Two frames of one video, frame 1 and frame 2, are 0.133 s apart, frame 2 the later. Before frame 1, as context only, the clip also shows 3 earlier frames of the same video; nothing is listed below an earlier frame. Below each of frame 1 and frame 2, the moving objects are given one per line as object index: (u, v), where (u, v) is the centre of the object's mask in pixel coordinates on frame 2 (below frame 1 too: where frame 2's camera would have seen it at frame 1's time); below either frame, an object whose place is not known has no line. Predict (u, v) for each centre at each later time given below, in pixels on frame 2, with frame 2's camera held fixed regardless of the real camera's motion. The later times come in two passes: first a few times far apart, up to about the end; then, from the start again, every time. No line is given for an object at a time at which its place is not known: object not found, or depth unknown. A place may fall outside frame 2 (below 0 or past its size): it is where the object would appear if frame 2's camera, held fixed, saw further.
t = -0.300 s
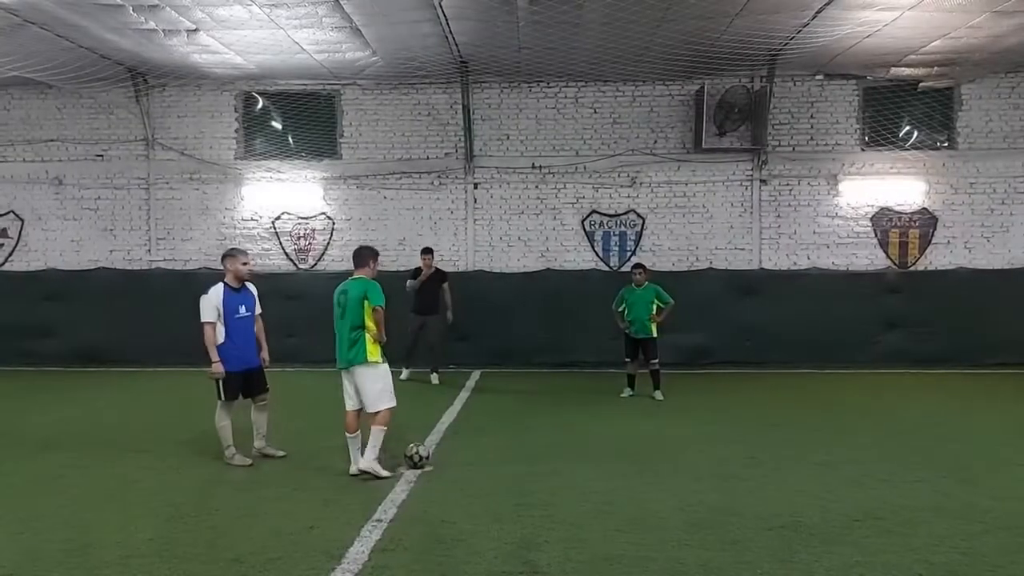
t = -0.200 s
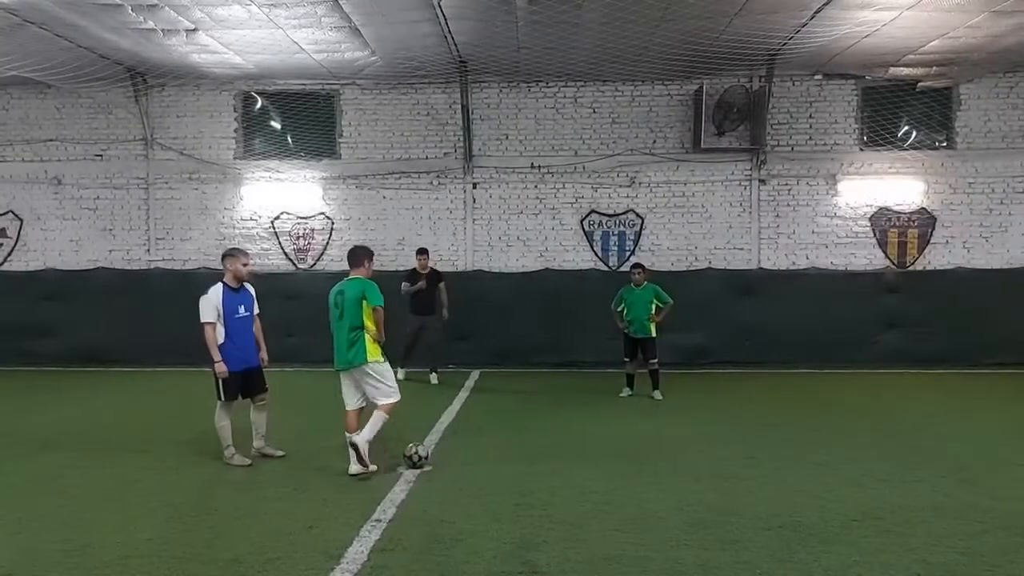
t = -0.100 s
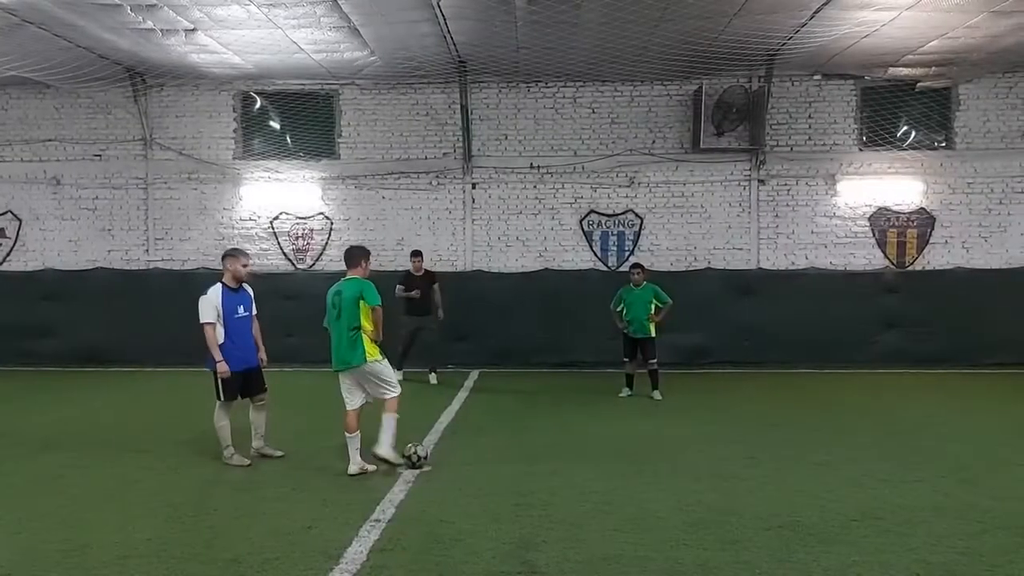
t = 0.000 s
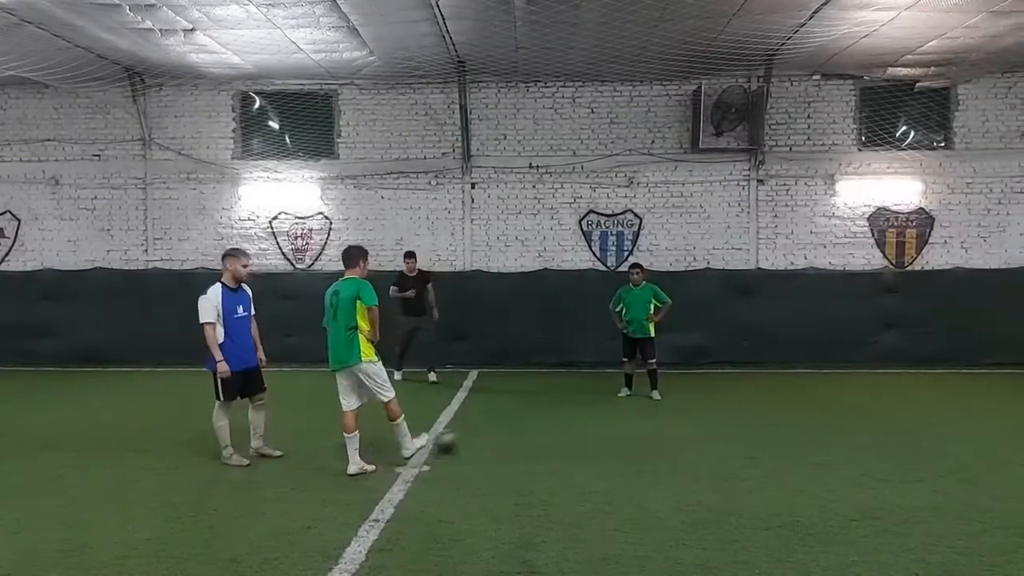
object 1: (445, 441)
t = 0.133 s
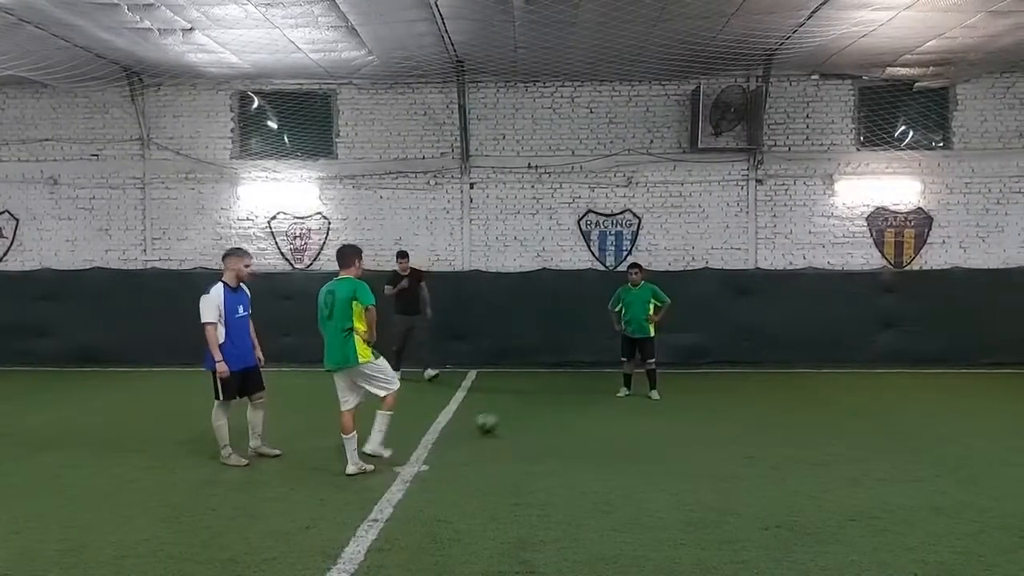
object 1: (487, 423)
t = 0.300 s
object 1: (525, 413)
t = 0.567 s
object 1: (565, 400)
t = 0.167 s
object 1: (496, 420)
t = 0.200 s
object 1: (503, 417)
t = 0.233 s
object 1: (511, 417)
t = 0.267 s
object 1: (518, 416)
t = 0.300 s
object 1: (525, 413)
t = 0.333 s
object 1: (530, 411)
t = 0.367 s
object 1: (536, 411)
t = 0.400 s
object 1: (540, 408)
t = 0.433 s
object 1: (546, 407)
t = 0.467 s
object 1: (551, 404)
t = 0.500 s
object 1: (556, 402)
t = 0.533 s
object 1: (559, 401)
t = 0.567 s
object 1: (565, 400)
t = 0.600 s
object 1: (569, 398)
